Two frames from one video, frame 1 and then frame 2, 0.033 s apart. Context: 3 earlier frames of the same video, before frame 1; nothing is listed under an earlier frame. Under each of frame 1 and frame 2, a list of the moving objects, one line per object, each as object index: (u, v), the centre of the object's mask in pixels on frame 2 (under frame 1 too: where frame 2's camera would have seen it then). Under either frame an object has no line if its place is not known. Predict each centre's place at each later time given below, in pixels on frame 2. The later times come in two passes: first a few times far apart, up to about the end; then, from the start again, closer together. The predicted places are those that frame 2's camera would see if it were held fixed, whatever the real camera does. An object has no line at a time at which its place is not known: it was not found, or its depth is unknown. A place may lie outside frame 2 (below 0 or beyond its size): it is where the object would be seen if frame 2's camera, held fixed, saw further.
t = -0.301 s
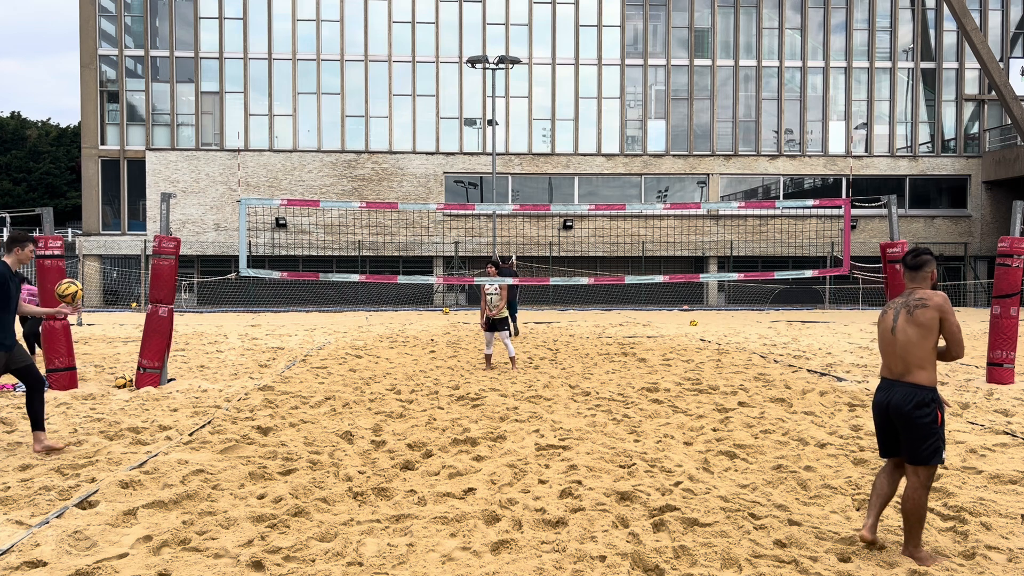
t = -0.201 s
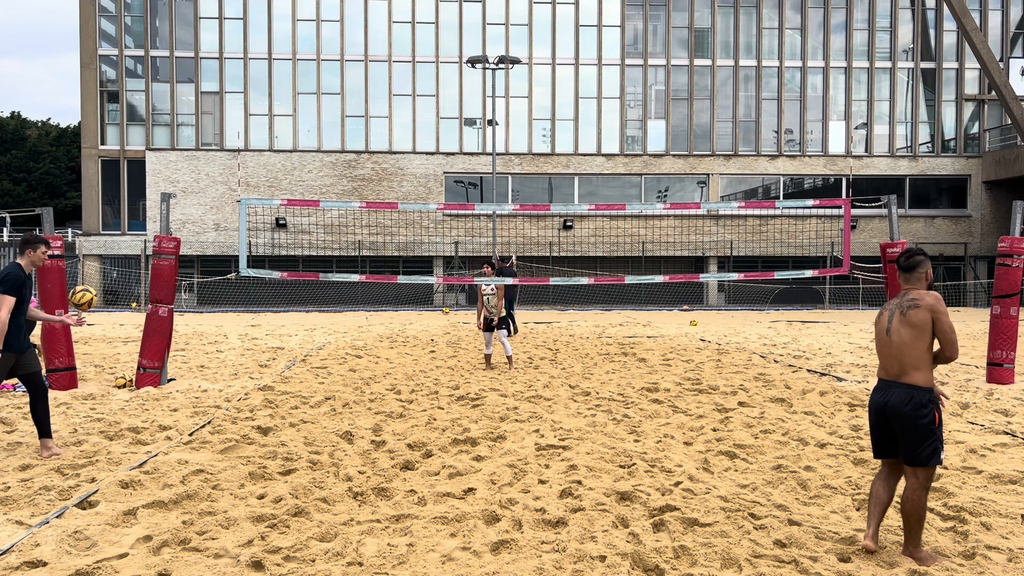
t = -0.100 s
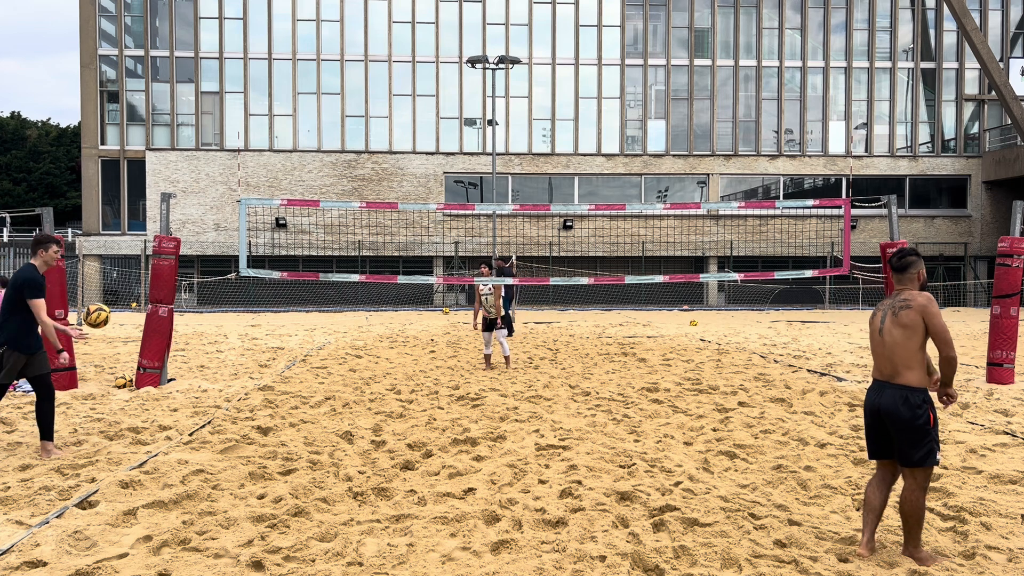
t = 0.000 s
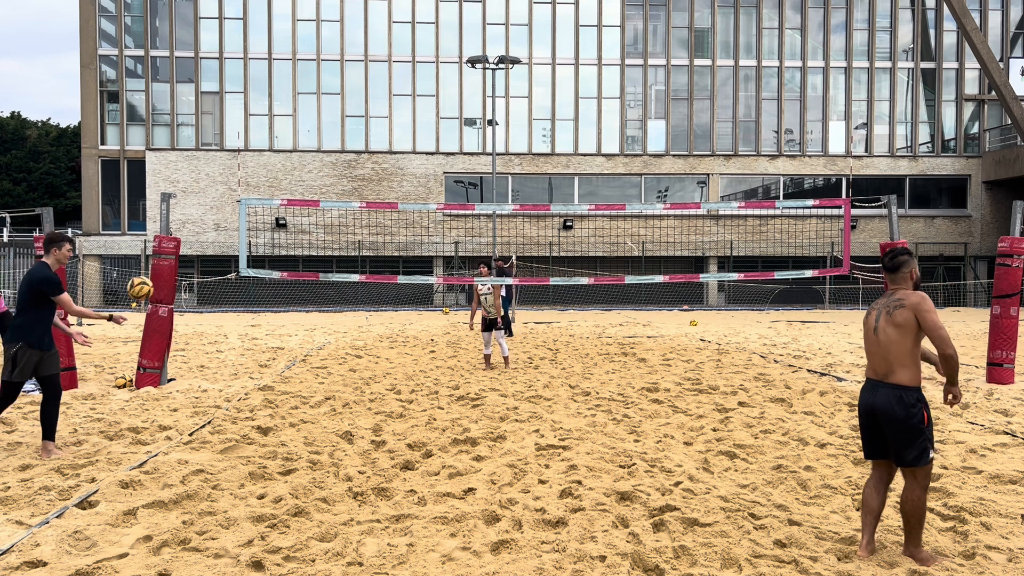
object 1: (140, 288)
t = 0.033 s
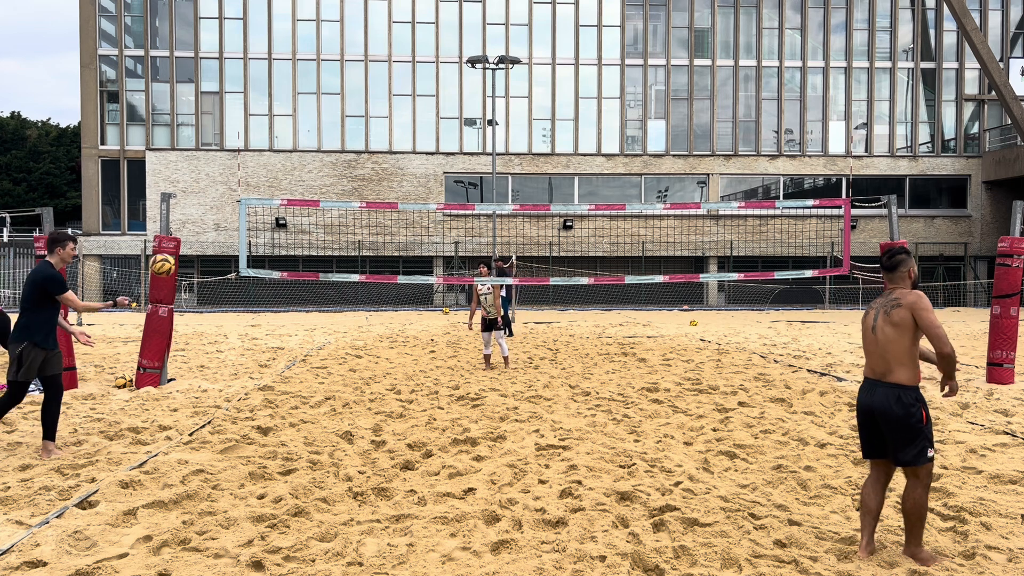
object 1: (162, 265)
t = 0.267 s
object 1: (287, 161)
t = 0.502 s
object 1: (377, 132)
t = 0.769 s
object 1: (455, 155)
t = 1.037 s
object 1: (511, 219)
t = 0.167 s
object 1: (239, 195)
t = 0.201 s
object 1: (256, 182)
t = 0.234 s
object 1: (272, 171)
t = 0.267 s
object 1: (287, 161)
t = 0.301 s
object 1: (301, 153)
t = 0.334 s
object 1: (315, 147)
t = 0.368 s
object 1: (328, 142)
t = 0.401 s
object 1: (341, 137)
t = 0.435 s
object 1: (354, 135)
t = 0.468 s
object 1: (365, 133)
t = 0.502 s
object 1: (377, 132)
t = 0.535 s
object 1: (387, 132)
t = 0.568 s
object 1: (398, 133)
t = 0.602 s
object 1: (409, 135)
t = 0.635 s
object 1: (418, 137)
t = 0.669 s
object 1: (428, 141)
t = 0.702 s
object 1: (437, 145)
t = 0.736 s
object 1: (446, 150)
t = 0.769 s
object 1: (455, 155)
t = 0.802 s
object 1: (462, 161)
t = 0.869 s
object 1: (478, 176)
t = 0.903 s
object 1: (485, 183)
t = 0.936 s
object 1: (492, 191)
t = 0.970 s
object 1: (499, 199)
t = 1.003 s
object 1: (506, 213)
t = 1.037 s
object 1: (511, 219)
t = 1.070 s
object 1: (517, 230)
